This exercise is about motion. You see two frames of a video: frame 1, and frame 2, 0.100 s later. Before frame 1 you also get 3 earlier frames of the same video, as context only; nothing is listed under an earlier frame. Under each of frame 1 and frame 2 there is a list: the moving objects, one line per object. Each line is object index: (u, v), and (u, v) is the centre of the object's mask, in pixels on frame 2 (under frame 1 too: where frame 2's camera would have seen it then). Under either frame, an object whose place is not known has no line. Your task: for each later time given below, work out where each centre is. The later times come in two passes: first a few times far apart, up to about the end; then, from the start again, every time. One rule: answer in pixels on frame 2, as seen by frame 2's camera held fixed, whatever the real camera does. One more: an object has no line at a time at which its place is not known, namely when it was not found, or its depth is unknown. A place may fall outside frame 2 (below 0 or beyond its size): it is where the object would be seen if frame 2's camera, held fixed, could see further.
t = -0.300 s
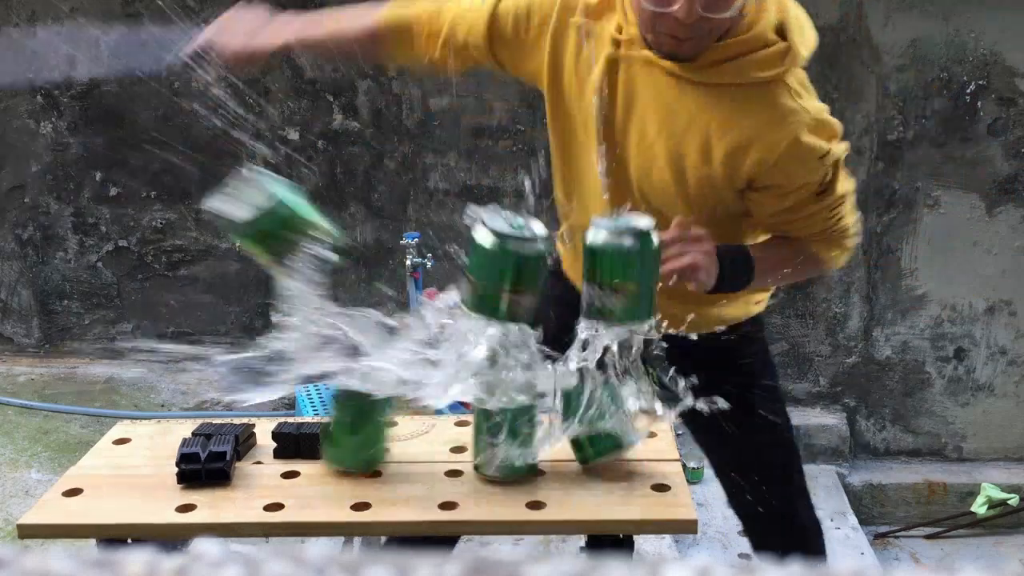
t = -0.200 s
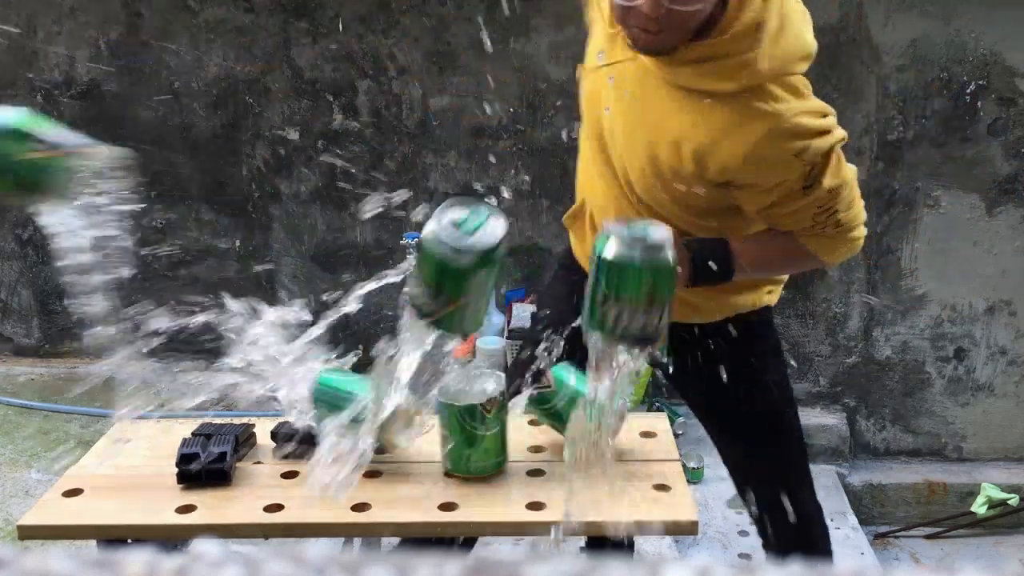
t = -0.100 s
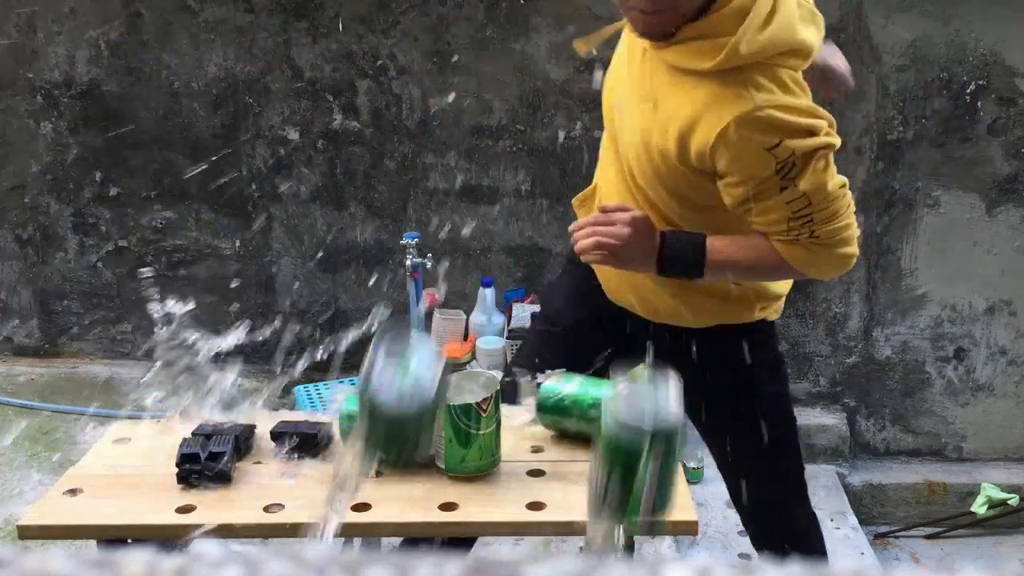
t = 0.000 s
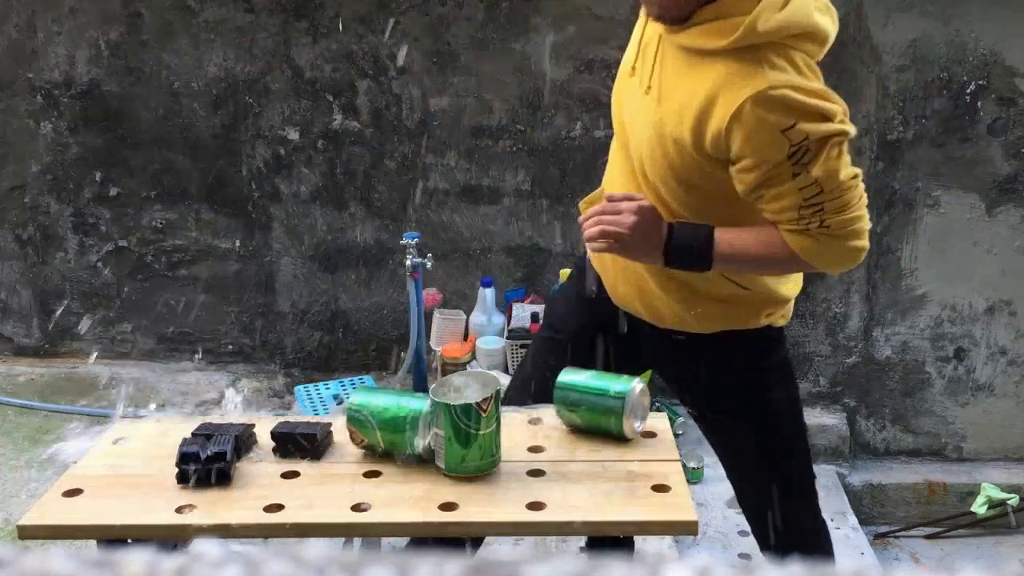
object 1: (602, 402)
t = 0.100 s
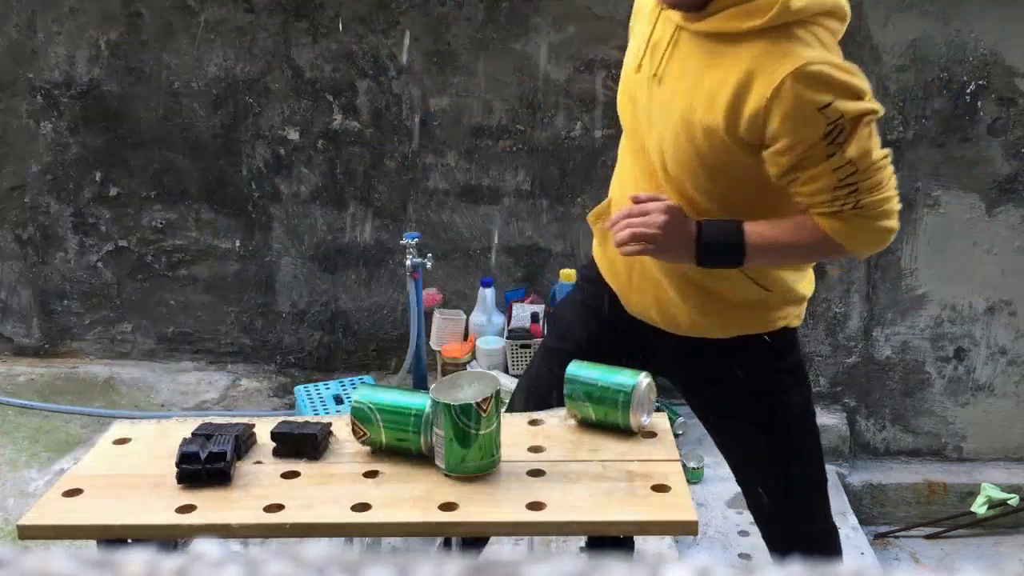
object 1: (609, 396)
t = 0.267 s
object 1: (619, 388)
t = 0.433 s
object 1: (626, 383)
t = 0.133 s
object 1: (612, 393)
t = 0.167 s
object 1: (614, 391)
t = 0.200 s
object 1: (616, 390)
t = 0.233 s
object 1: (618, 389)
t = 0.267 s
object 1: (619, 388)
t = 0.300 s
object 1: (621, 387)
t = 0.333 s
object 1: (622, 386)
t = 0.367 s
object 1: (624, 385)
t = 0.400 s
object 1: (625, 384)
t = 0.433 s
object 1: (626, 383)
